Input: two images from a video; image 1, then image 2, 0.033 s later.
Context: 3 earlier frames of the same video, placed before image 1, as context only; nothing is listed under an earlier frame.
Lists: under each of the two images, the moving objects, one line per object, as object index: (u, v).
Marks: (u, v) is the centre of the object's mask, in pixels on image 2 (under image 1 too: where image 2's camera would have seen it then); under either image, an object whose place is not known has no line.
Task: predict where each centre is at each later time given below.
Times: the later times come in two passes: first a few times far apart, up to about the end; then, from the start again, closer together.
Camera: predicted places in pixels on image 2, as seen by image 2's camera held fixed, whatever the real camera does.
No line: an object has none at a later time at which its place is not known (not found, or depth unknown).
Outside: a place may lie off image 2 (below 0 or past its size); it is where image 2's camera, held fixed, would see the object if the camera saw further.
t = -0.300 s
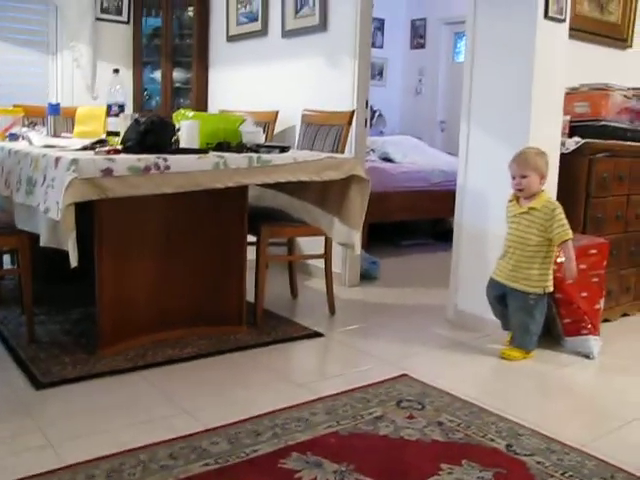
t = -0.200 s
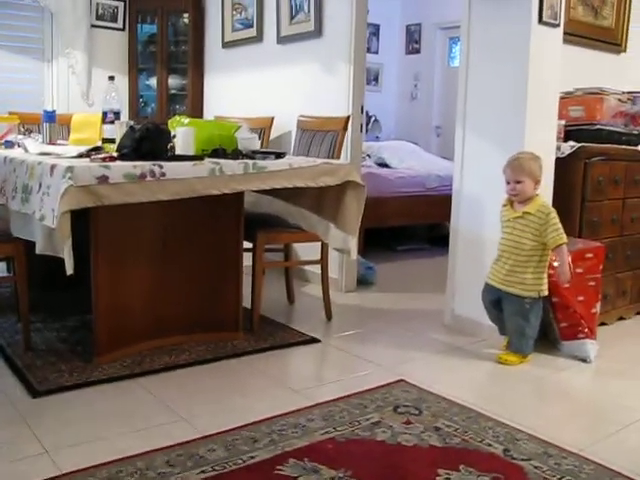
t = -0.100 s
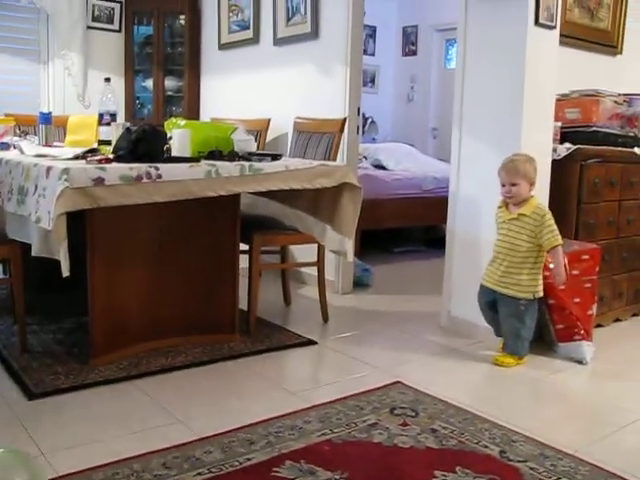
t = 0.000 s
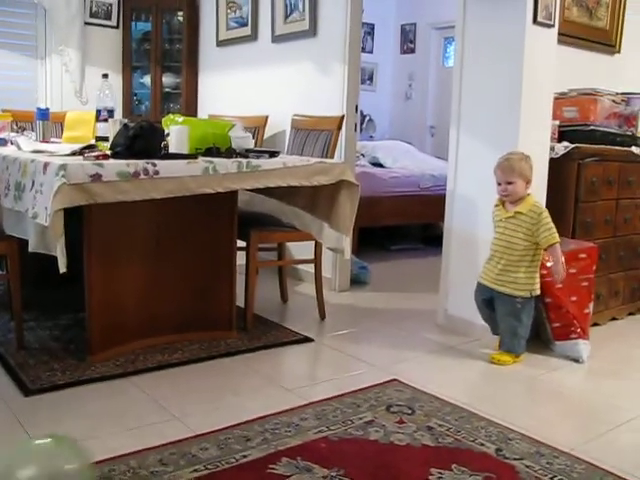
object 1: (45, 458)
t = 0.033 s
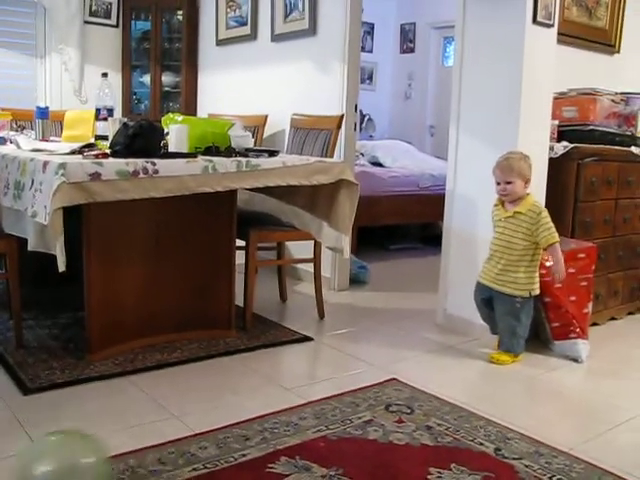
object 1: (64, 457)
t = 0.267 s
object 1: (183, 453)
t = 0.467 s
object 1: (269, 444)
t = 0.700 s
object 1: (346, 425)
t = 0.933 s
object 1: (412, 407)
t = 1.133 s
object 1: (454, 393)
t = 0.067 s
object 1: (83, 457)
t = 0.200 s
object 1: (150, 454)
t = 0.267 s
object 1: (183, 453)
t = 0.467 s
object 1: (269, 444)
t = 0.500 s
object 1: (282, 441)
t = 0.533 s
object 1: (293, 439)
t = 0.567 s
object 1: (304, 435)
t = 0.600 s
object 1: (316, 432)
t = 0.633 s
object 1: (327, 430)
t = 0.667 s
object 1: (336, 427)
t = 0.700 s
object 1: (346, 425)
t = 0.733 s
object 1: (356, 421)
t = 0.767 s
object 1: (365, 420)
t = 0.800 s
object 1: (376, 417)
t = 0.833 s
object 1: (386, 414)
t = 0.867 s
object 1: (395, 411)
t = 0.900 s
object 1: (403, 408)
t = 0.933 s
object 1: (412, 407)
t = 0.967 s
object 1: (419, 405)
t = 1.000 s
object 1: (427, 403)
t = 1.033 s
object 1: (436, 400)
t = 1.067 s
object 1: (442, 398)
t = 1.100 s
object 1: (448, 396)
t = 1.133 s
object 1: (454, 393)
